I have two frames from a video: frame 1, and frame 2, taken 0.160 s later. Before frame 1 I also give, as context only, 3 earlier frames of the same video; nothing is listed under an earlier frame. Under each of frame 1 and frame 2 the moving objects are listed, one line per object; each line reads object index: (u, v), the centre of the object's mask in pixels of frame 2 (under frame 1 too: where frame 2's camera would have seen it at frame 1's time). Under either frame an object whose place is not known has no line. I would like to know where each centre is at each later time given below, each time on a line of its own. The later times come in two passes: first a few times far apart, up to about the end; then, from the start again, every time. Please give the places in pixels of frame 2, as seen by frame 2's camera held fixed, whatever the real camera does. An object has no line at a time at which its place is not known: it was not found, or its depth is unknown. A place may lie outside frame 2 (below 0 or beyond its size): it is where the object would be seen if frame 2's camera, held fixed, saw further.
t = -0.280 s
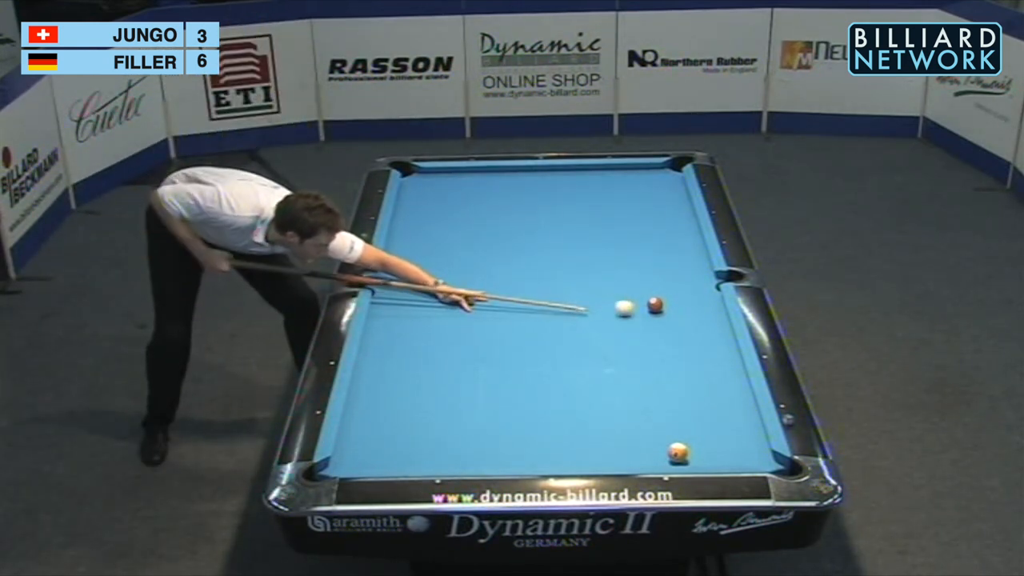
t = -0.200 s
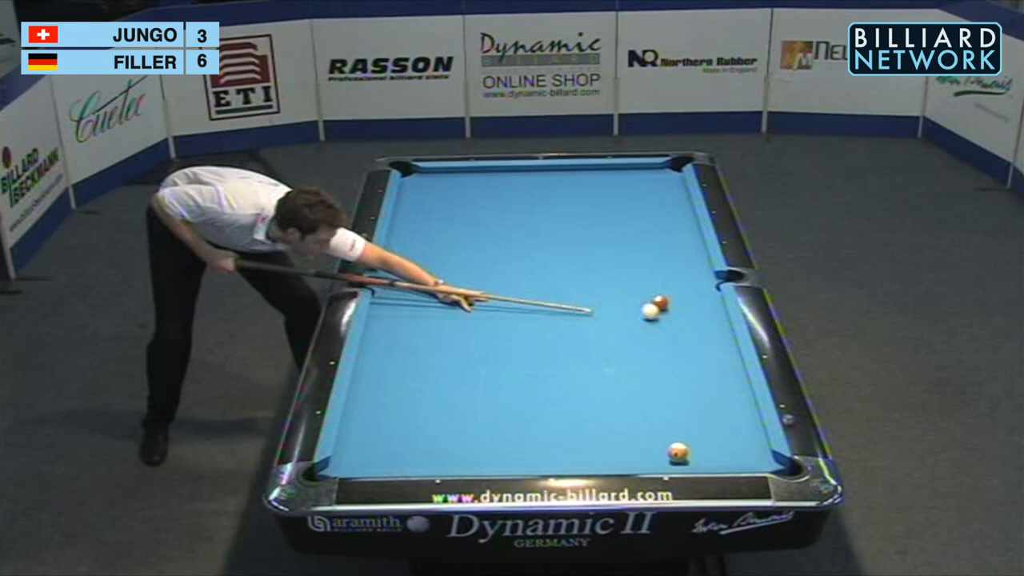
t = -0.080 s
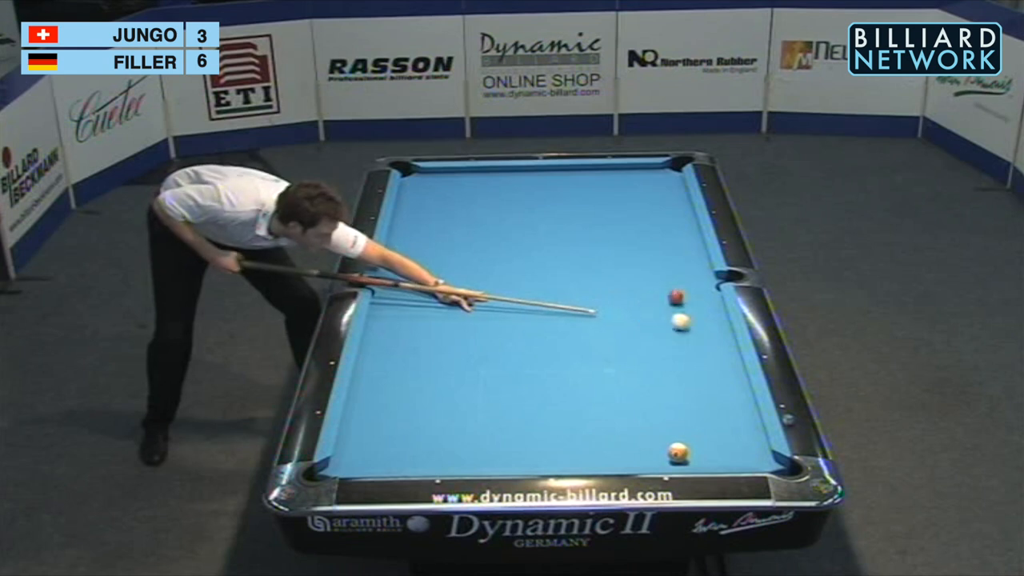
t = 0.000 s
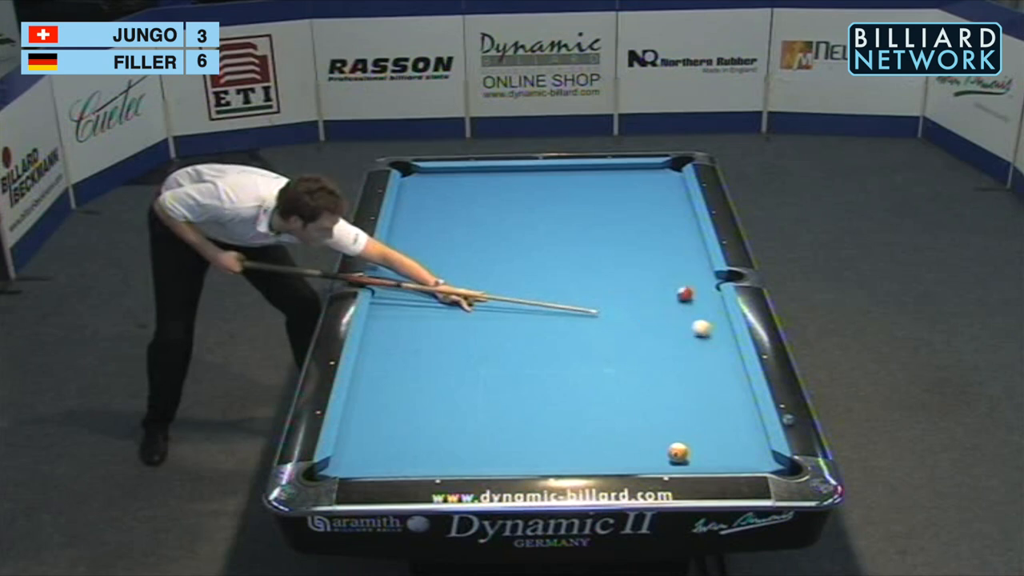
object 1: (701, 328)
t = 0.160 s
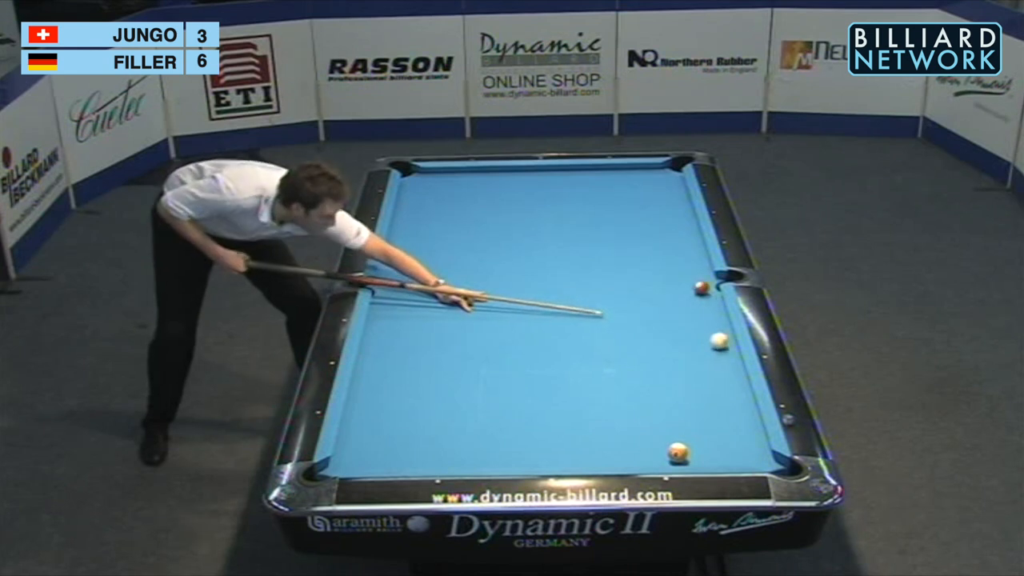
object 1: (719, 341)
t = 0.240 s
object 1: (710, 347)
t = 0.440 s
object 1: (688, 362)
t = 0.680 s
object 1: (661, 380)
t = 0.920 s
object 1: (633, 399)
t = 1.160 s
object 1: (605, 418)
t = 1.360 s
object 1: (581, 435)
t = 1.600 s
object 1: (552, 453)
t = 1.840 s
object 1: (524, 459)
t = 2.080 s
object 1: (499, 450)
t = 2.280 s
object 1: (478, 443)
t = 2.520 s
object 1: (455, 435)
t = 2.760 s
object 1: (433, 427)
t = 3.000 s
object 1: (414, 420)
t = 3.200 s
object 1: (398, 414)
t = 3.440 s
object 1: (381, 409)
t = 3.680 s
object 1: (365, 403)
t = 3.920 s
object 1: (357, 398)
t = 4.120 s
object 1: (364, 396)
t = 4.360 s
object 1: (372, 393)
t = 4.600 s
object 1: (377, 391)
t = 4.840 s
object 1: (382, 389)
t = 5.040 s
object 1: (384, 388)
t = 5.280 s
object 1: (387, 386)
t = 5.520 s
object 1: (388, 387)
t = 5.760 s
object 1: (388, 387)
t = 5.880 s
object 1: (388, 387)
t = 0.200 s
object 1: (714, 344)
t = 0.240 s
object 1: (710, 347)
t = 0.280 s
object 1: (706, 350)
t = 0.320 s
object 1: (701, 353)
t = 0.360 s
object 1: (697, 356)
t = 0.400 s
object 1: (692, 359)
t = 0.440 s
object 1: (688, 362)
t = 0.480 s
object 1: (683, 365)
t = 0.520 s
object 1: (679, 368)
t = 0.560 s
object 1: (675, 371)
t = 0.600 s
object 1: (670, 374)
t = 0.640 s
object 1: (665, 377)
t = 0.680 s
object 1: (661, 380)
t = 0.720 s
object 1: (656, 383)
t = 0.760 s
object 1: (651, 386)
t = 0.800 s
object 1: (647, 390)
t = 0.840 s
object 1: (642, 393)
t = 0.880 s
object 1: (638, 396)
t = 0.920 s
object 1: (633, 399)
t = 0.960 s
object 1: (628, 402)
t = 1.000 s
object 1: (623, 405)
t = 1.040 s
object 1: (619, 409)
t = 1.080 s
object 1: (614, 412)
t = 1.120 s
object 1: (609, 415)
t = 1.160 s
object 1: (605, 418)
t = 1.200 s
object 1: (600, 422)
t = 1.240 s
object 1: (596, 425)
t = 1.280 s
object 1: (591, 428)
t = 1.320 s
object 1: (586, 431)
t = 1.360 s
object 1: (581, 435)
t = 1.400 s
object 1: (576, 437)
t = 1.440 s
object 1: (572, 441)
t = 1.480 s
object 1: (567, 445)
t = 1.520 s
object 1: (562, 448)
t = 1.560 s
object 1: (557, 450)
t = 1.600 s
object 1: (552, 453)
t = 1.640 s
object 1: (548, 456)
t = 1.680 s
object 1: (543, 458)
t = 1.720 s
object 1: (538, 460)
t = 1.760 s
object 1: (534, 461)
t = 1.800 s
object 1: (529, 459)
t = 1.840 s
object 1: (524, 459)
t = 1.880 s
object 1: (520, 458)
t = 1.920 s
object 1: (515, 457)
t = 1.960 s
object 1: (511, 455)
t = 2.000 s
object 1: (507, 454)
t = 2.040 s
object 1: (503, 452)
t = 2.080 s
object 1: (499, 450)
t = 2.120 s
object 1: (494, 449)
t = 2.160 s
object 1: (490, 448)
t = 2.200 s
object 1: (486, 446)
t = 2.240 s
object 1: (482, 445)
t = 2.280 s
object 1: (478, 443)
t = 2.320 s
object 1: (474, 442)
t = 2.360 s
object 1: (470, 440)
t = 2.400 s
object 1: (467, 439)
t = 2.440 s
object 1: (463, 437)
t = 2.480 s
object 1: (459, 436)
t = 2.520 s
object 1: (455, 435)
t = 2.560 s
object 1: (451, 434)
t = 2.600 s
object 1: (448, 432)
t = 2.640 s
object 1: (444, 431)
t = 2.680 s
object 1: (441, 430)
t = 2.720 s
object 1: (437, 428)
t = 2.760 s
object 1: (433, 427)
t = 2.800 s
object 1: (430, 426)
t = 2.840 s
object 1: (427, 424)
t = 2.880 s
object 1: (424, 423)
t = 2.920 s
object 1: (420, 422)
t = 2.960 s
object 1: (417, 421)
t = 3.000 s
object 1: (414, 420)
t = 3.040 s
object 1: (411, 418)
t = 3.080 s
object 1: (408, 417)
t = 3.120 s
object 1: (404, 417)
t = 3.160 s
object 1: (401, 416)
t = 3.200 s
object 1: (398, 414)
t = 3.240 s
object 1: (395, 414)
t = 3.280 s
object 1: (393, 412)
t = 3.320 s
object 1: (389, 411)
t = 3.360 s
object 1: (387, 410)
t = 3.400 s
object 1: (384, 410)
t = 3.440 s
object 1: (381, 409)
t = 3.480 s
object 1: (378, 407)
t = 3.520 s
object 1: (376, 407)
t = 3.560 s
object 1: (373, 406)
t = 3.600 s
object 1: (370, 404)
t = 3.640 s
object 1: (368, 403)
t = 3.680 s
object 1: (365, 403)
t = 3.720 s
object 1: (362, 402)
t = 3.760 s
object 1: (360, 401)
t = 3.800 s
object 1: (358, 400)
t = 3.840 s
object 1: (355, 399)
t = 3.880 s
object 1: (355, 399)
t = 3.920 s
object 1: (357, 398)
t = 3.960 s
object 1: (358, 398)
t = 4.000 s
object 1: (360, 397)
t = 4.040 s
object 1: (361, 396)
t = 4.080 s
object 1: (363, 396)
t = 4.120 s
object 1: (364, 396)
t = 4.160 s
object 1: (365, 395)
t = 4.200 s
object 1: (367, 394)
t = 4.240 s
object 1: (368, 394)
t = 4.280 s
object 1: (369, 393)
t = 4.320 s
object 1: (370, 393)
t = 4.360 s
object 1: (372, 393)
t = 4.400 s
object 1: (372, 392)
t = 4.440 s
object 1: (373, 392)
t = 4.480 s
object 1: (374, 392)
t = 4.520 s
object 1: (375, 392)
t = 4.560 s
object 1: (376, 391)
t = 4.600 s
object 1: (377, 391)
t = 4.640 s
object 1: (378, 390)
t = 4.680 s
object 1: (379, 389)
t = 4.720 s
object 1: (380, 389)
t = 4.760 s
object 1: (380, 389)
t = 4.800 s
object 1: (381, 389)
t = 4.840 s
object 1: (382, 389)
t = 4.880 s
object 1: (382, 389)
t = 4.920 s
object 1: (383, 388)
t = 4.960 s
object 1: (383, 388)
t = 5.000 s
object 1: (384, 388)
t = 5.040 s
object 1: (384, 388)
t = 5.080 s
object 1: (385, 387)
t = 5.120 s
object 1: (385, 387)
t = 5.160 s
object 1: (386, 387)
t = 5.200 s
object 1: (386, 387)
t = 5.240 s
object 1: (386, 386)
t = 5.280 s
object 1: (387, 386)
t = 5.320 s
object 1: (387, 387)
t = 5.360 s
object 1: (387, 387)
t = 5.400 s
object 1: (387, 387)
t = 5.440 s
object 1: (388, 387)
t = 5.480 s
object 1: (388, 387)
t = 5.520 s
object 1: (388, 387)
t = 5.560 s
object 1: (388, 387)
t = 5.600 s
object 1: (388, 387)
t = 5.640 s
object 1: (388, 387)
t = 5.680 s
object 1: (388, 387)
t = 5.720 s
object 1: (388, 387)
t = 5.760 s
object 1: (388, 387)
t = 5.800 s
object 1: (388, 387)
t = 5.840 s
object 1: (388, 387)
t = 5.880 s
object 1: (388, 387)
